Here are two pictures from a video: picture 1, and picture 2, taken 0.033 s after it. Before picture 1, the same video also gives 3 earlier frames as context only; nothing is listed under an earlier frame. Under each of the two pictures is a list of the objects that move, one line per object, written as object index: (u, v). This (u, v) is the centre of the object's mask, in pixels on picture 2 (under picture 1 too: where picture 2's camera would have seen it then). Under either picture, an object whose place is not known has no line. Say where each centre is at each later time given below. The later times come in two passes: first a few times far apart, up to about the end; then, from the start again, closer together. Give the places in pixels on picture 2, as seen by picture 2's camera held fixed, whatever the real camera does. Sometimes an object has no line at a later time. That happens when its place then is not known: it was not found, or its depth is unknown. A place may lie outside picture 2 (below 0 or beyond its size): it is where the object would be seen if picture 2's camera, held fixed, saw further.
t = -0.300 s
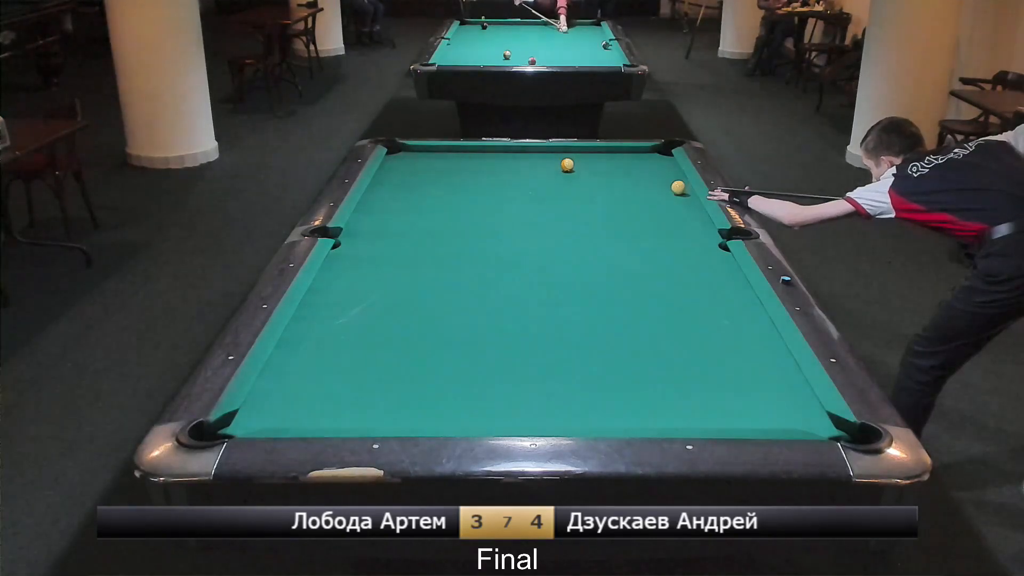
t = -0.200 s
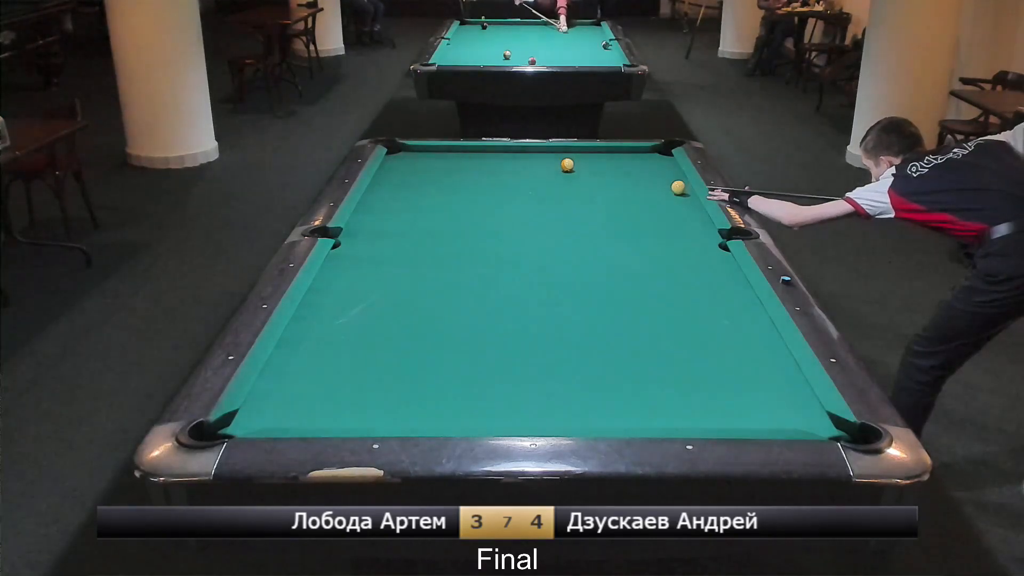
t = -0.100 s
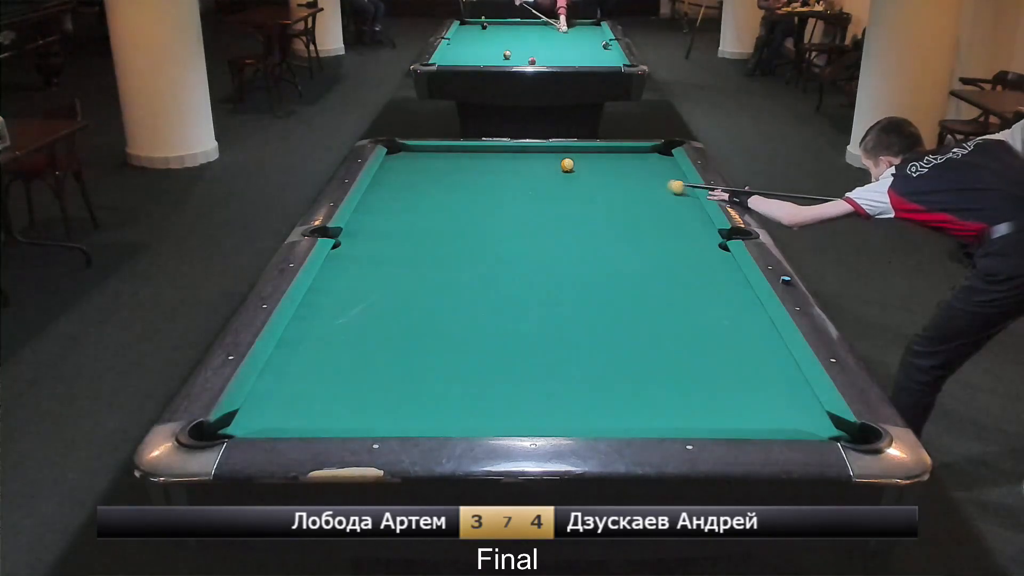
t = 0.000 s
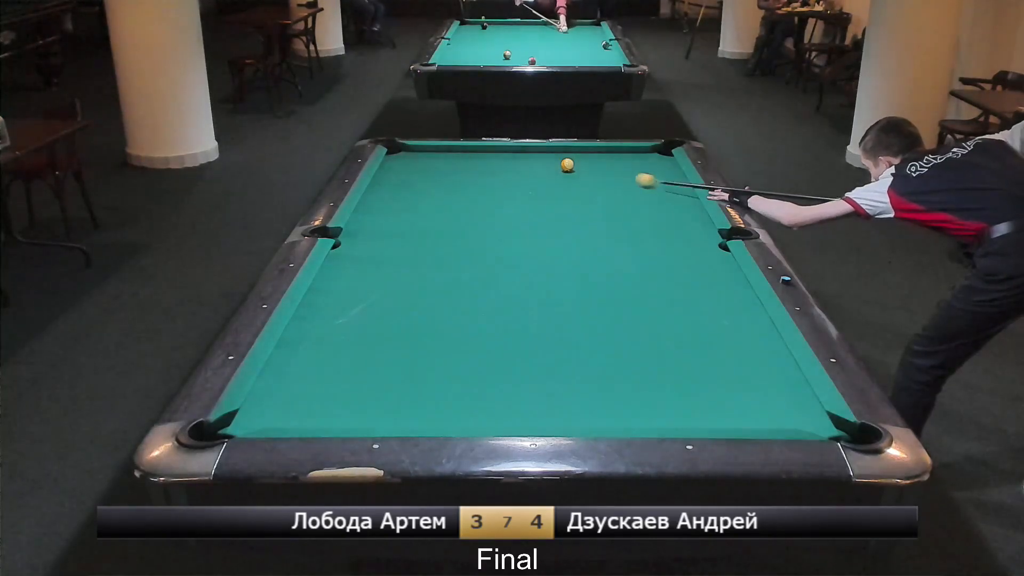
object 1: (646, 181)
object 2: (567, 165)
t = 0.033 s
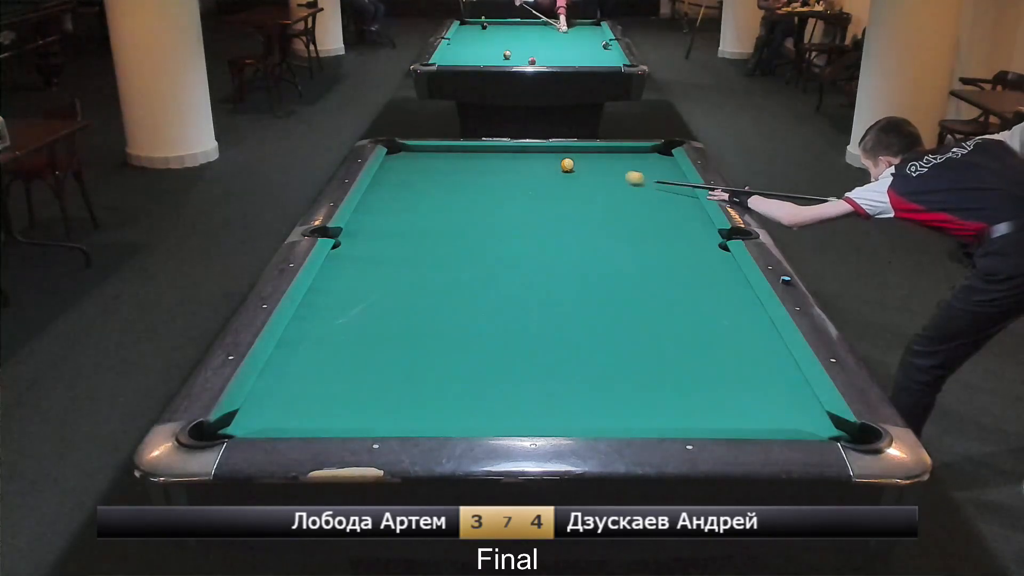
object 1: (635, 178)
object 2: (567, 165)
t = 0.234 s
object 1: (581, 166)
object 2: (564, 165)
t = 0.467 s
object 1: (578, 158)
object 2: (513, 161)
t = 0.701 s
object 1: (572, 150)
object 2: (471, 156)
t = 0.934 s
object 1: (571, 153)
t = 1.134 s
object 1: (571, 156)
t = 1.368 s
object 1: (571, 160)
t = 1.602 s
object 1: (571, 164)
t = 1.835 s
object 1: (571, 167)
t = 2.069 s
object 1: (571, 171)
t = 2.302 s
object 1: (571, 174)
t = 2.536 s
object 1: (571, 177)
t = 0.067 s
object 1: (625, 176)
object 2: (567, 165)
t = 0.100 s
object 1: (615, 174)
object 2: (567, 165)
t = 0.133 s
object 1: (606, 172)
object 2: (567, 165)
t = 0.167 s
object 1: (596, 170)
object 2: (567, 165)
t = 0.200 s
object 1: (587, 168)
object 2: (567, 165)
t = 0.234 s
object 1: (581, 166)
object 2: (564, 165)
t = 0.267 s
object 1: (581, 165)
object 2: (555, 164)
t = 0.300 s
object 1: (582, 164)
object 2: (547, 163)
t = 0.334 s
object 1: (582, 163)
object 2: (539, 162)
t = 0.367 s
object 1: (581, 162)
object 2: (531, 162)
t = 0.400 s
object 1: (581, 160)
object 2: (525, 161)
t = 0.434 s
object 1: (579, 159)
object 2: (519, 161)
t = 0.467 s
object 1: (578, 158)
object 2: (513, 161)
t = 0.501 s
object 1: (577, 157)
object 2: (507, 160)
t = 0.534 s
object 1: (577, 156)
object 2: (501, 159)
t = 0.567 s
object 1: (576, 154)
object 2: (495, 159)
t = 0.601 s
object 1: (574, 153)
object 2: (489, 158)
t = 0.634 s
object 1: (574, 152)
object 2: (483, 158)
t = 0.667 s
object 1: (573, 151)
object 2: (478, 157)
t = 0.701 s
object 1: (572, 150)
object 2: (471, 156)
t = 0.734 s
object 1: (571, 150)
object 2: (466, 156)
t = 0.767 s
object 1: (571, 150)
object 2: (460, 155)
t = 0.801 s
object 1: (571, 151)
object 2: (455, 155)
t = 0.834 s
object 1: (571, 151)
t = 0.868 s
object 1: (571, 152)
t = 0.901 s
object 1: (571, 152)
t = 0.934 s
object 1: (571, 153)
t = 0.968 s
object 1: (571, 154)
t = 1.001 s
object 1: (571, 154)
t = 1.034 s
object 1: (571, 155)
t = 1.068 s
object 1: (571, 155)
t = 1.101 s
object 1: (571, 156)
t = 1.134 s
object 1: (571, 156)
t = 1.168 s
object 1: (571, 157)
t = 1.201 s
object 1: (571, 158)
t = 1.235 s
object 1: (571, 158)
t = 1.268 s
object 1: (571, 159)
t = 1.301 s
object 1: (571, 159)
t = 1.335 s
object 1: (571, 160)
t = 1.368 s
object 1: (571, 160)
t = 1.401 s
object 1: (571, 161)
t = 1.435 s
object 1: (571, 161)
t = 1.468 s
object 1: (571, 162)
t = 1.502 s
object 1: (571, 162)
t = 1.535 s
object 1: (571, 163)
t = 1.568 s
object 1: (571, 163)
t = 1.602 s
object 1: (571, 164)
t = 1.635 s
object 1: (571, 164)
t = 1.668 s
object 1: (571, 165)
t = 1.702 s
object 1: (571, 165)
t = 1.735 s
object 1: (571, 166)
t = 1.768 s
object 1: (571, 166)
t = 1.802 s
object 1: (571, 167)
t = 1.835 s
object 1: (571, 167)
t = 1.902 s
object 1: (571, 168)
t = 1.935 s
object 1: (571, 169)
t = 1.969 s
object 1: (571, 169)
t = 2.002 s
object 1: (571, 170)
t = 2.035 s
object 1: (571, 170)
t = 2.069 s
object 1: (571, 171)
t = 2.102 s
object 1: (571, 171)
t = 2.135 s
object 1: (571, 172)
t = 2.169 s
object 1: (571, 172)
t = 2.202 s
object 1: (571, 172)
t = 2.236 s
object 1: (571, 173)
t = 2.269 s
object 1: (571, 173)
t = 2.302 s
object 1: (571, 174)
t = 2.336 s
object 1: (571, 174)
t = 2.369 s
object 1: (571, 175)
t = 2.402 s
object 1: (571, 175)
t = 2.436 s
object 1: (571, 176)
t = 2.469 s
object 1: (571, 176)
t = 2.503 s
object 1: (571, 176)
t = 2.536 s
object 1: (571, 177)
